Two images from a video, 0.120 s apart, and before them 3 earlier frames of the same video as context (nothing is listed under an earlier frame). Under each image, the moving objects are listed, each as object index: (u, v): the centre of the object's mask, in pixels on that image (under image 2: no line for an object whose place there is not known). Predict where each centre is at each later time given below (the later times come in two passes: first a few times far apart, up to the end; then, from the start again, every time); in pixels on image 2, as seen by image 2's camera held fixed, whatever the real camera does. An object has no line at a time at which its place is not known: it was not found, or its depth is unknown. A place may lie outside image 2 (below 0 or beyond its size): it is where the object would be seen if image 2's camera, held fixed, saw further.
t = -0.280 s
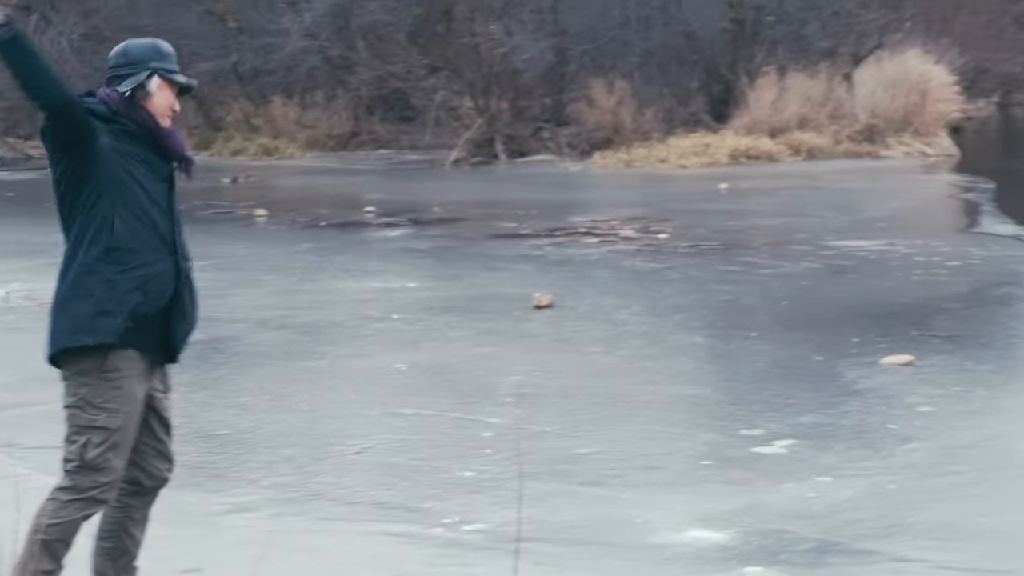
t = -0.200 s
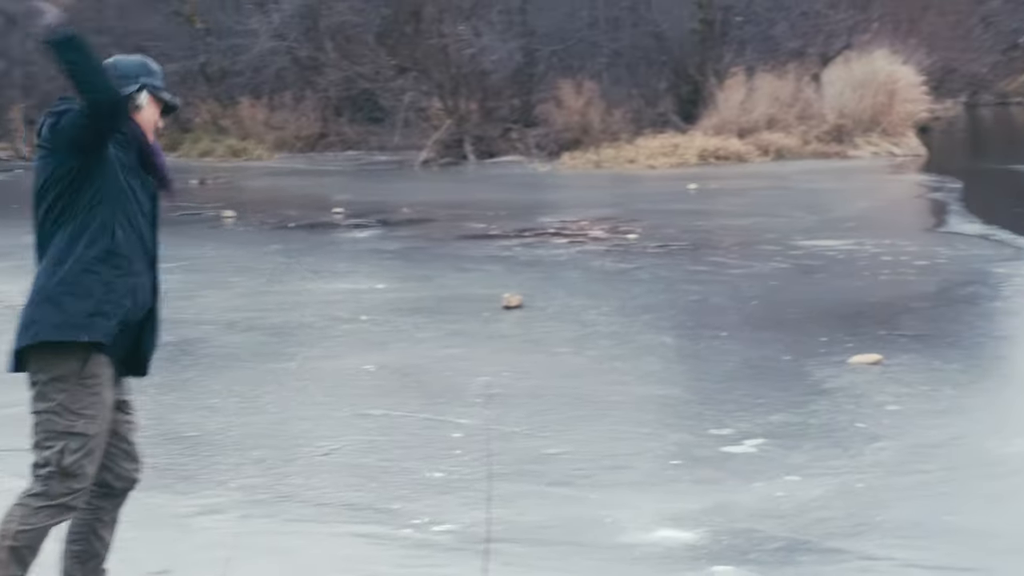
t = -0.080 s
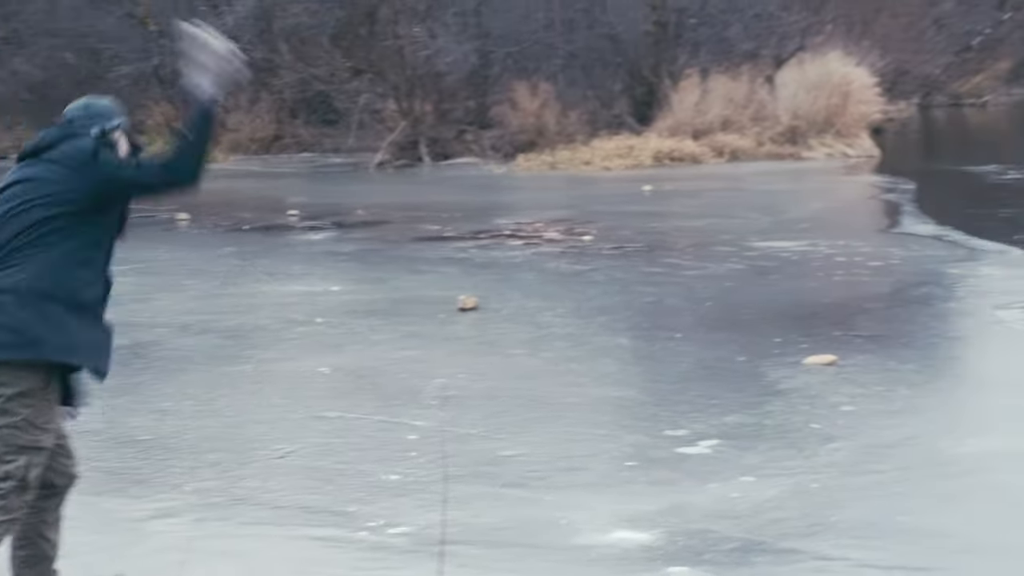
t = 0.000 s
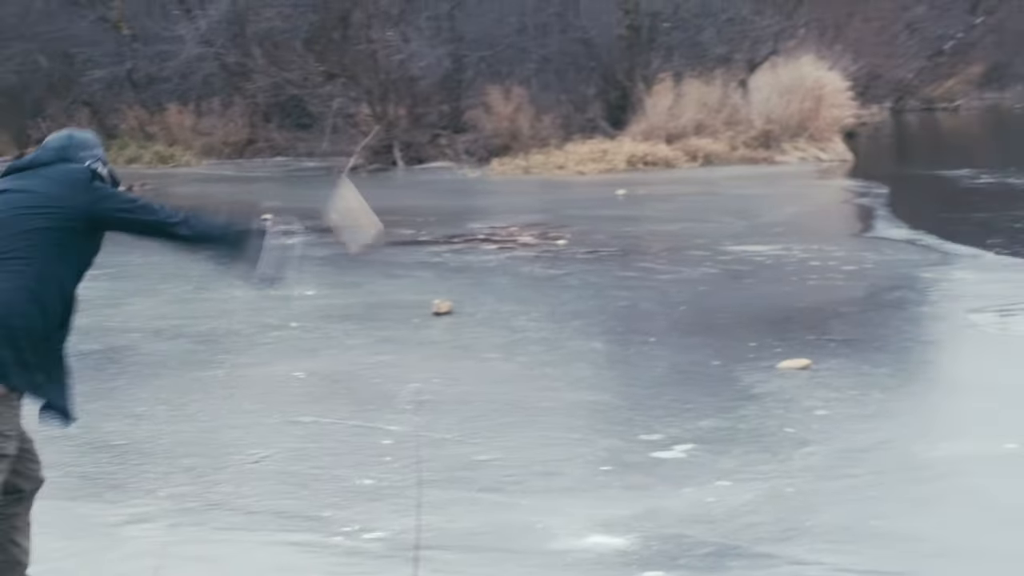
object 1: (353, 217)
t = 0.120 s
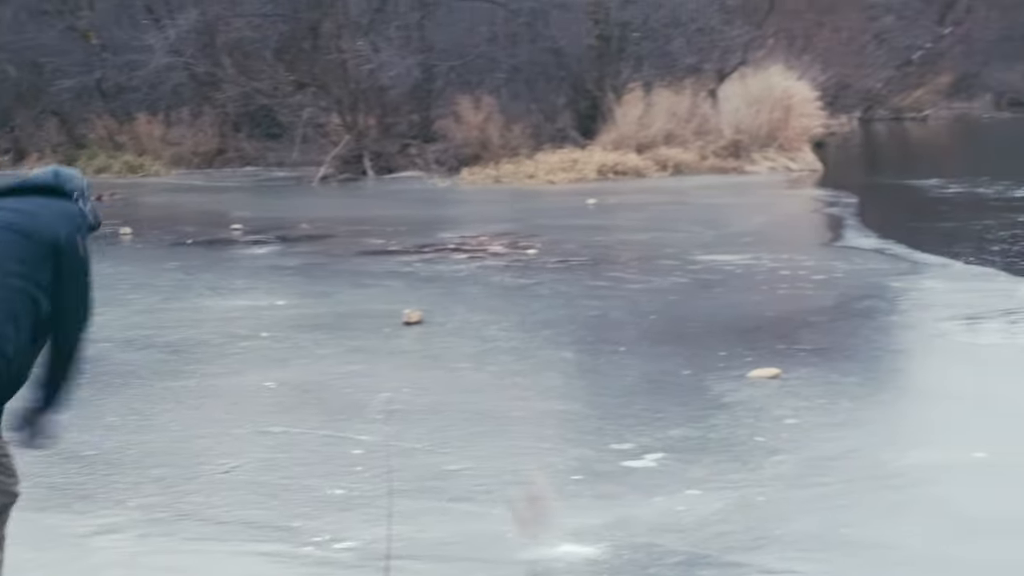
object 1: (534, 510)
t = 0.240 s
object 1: (693, 486)
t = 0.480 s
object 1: (982, 480)
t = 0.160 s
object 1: (596, 533)
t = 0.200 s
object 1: (640, 501)
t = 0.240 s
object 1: (693, 486)
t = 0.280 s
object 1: (741, 474)
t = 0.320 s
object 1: (791, 467)
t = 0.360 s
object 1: (838, 462)
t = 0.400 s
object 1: (888, 465)
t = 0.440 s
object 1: (934, 471)
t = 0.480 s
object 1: (982, 480)
